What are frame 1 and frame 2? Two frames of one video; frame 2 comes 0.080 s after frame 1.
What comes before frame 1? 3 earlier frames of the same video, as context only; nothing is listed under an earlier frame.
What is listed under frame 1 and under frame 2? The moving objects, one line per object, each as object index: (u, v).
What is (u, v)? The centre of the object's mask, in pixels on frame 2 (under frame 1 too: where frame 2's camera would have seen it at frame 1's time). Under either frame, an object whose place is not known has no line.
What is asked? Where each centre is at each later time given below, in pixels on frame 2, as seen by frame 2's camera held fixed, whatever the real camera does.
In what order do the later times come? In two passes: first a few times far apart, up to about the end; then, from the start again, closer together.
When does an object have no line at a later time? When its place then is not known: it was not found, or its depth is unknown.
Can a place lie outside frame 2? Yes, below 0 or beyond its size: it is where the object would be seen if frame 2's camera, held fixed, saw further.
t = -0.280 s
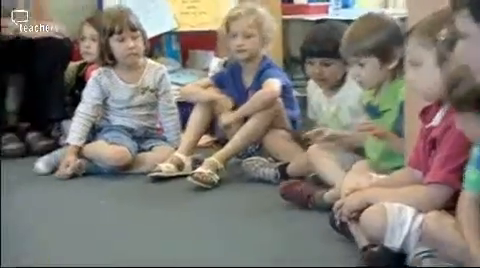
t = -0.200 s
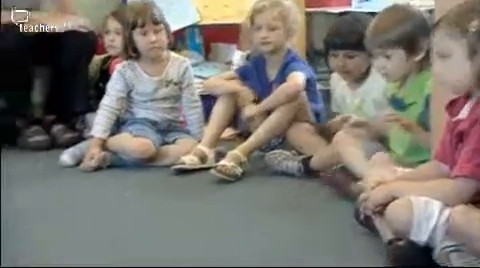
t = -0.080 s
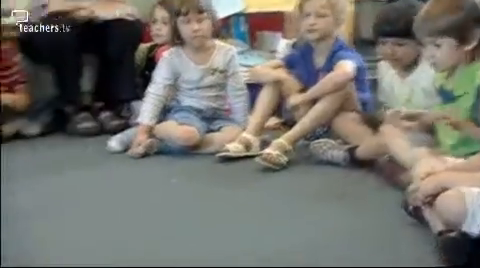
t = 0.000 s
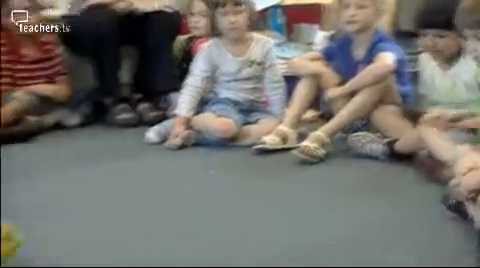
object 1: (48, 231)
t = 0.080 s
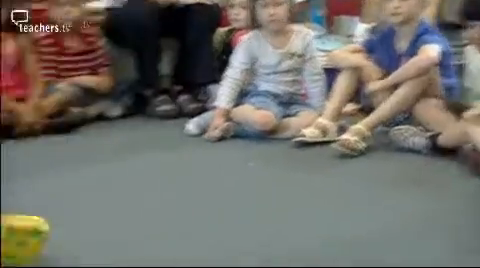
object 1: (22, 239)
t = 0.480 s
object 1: (20, 239)
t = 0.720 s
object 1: (24, 240)
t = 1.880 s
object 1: (24, 240)
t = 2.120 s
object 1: (25, 240)
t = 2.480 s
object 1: (23, 238)
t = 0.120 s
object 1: (17, 243)
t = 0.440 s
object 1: (17, 238)
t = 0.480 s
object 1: (20, 239)
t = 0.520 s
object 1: (24, 240)
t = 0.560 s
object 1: (25, 238)
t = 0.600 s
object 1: (25, 238)
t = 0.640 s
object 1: (25, 240)
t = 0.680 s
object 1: (24, 240)
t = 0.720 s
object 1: (24, 240)
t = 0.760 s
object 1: (24, 240)
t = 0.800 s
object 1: (24, 240)
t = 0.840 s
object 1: (24, 240)
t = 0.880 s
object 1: (24, 240)
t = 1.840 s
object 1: (24, 240)
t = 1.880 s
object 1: (24, 240)
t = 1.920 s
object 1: (24, 240)
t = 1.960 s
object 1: (24, 240)
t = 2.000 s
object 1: (24, 240)
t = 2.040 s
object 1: (24, 240)
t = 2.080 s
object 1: (25, 240)
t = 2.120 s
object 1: (25, 240)
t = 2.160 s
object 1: (25, 240)
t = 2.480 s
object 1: (23, 238)
